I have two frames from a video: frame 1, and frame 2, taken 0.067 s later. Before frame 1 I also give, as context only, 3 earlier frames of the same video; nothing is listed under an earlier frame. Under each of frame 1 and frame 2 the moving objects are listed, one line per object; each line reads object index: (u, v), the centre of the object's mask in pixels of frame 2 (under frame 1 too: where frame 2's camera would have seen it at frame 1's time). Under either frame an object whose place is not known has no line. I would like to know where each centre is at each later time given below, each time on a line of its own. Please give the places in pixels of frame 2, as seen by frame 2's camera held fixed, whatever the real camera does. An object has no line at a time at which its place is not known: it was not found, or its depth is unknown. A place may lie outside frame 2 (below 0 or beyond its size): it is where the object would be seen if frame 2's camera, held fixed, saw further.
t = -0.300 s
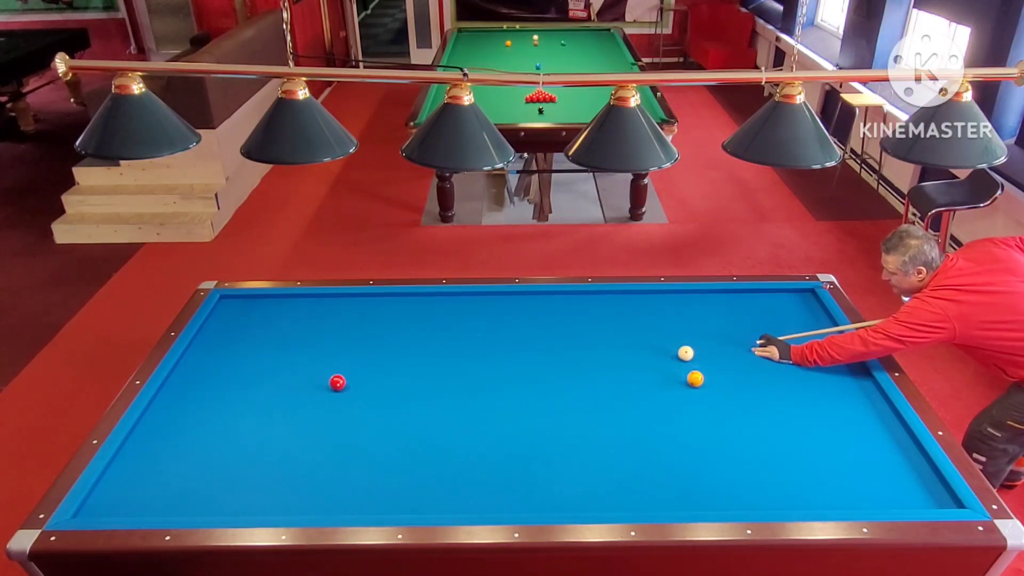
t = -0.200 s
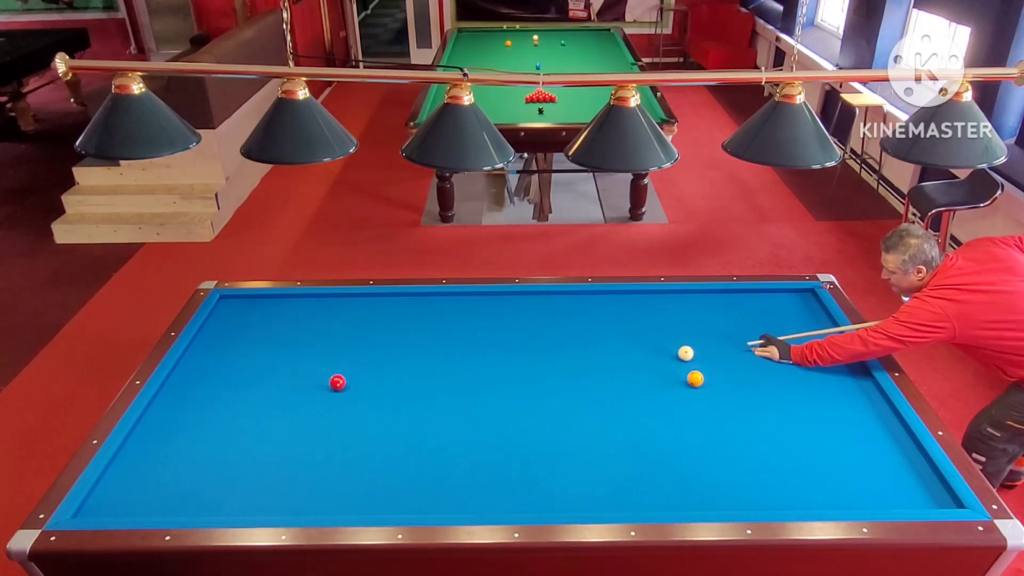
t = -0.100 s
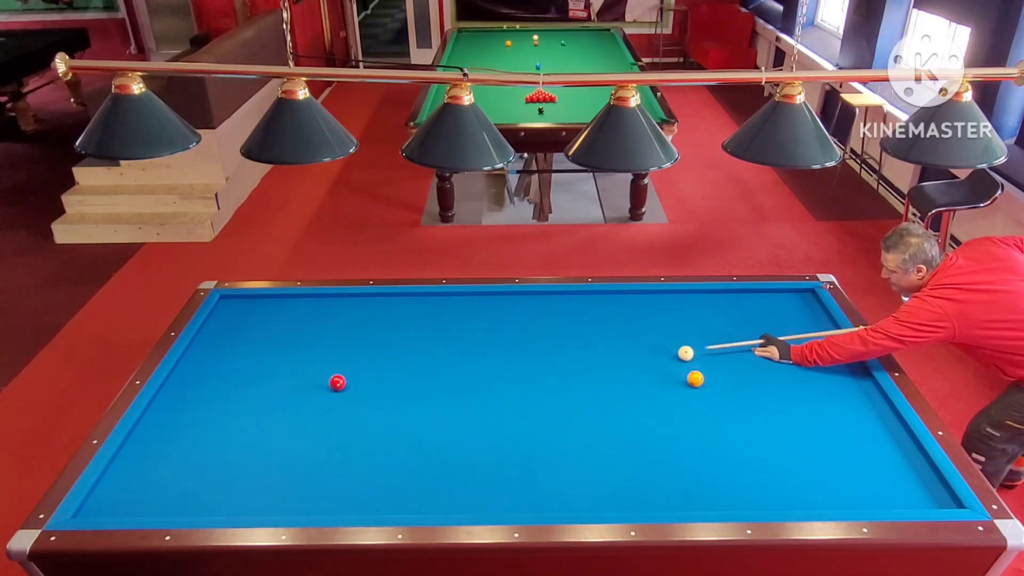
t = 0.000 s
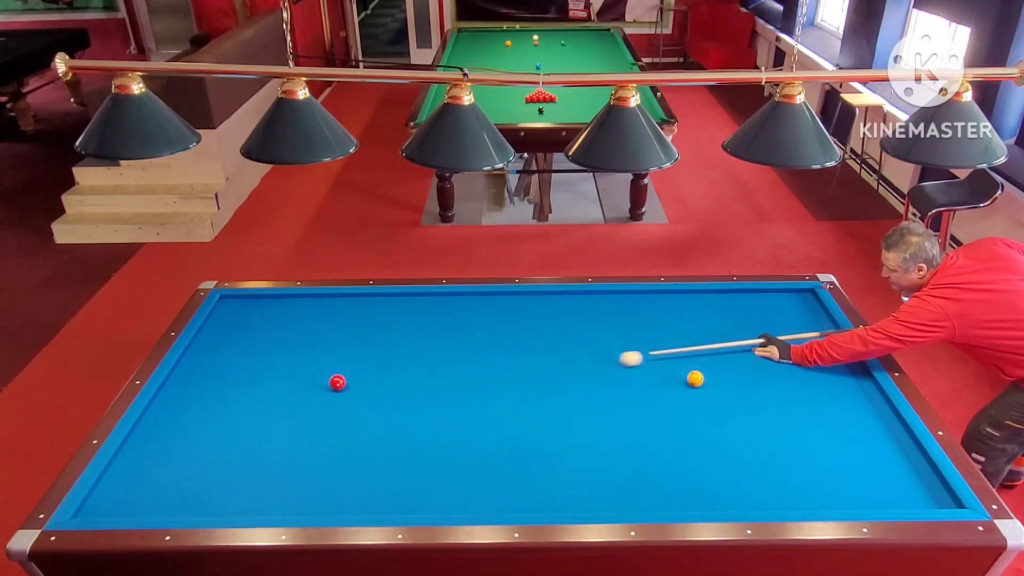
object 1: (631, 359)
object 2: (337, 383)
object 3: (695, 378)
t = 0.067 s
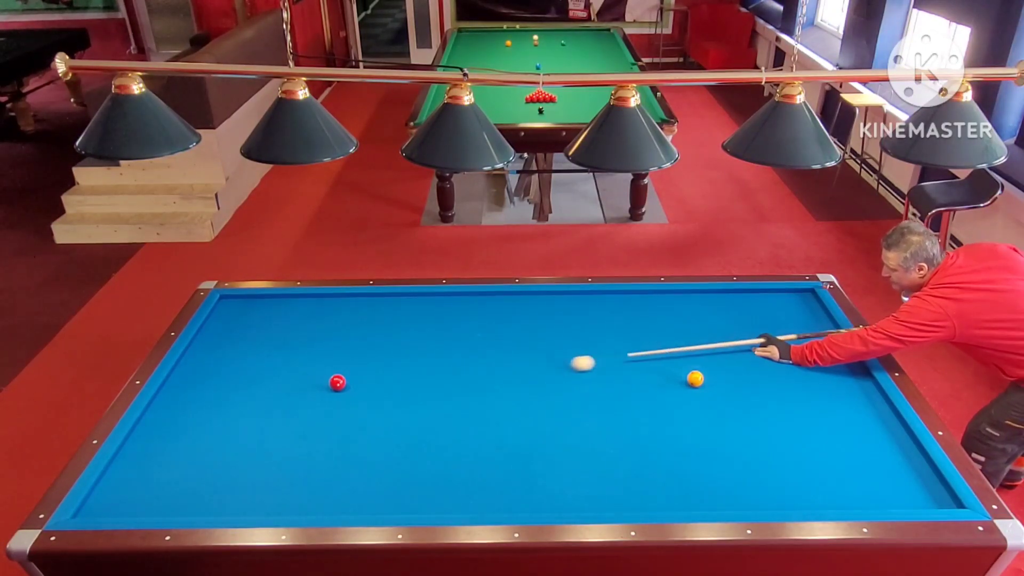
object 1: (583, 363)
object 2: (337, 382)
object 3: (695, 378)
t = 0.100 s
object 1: (558, 366)
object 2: (337, 382)
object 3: (695, 378)
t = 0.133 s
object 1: (534, 368)
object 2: (337, 382)
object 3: (695, 378)
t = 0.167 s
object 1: (509, 370)
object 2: (337, 382)
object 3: (695, 378)
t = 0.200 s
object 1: (484, 373)
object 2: (337, 382)
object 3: (695, 378)
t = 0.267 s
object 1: (433, 377)
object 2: (337, 383)
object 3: (695, 378)
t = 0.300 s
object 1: (408, 380)
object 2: (337, 383)
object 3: (695, 378)
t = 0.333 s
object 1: (382, 382)
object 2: (337, 382)
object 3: (695, 378)
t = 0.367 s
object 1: (357, 385)
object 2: (337, 382)
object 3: (695, 378)
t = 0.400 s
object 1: (344, 391)
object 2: (324, 379)
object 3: (695, 378)
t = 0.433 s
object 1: (335, 398)
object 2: (308, 374)
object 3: (695, 378)
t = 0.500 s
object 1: (315, 413)
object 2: (277, 367)
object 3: (695, 378)
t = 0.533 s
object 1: (304, 420)
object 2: (263, 363)
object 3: (695, 378)
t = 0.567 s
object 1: (292, 428)
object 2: (249, 359)
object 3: (695, 378)
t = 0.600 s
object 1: (279, 436)
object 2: (235, 356)
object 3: (695, 378)
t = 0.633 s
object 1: (266, 443)
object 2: (223, 352)
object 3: (695, 378)
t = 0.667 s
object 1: (251, 451)
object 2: (210, 349)
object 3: (695, 378)
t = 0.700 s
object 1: (236, 459)
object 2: (198, 346)
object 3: (695, 378)
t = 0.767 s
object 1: (204, 474)
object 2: (209, 342)
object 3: (695, 378)
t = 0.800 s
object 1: (187, 482)
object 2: (221, 340)
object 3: (695, 378)
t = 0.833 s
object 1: (169, 491)
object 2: (231, 339)
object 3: (695, 378)
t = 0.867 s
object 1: (152, 499)
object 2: (242, 337)
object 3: (695, 378)
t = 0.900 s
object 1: (134, 507)
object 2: (251, 336)
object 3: (695, 378)
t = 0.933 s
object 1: (120, 509)
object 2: (260, 334)
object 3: (695, 378)
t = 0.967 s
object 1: (113, 504)
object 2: (269, 332)
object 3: (695, 378)
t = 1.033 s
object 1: (101, 492)
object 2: (285, 330)
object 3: (695, 378)
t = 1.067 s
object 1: (104, 486)
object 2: (293, 328)
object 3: (695, 378)
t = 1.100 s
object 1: (116, 479)
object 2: (300, 327)
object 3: (695, 378)
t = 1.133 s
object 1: (127, 474)
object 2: (308, 325)
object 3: (695, 378)
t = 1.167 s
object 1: (138, 468)
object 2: (315, 324)
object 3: (695, 378)
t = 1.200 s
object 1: (147, 463)
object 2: (322, 323)
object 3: (695, 378)
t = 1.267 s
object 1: (164, 454)
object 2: (337, 320)
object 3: (695, 378)
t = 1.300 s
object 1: (172, 450)
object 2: (345, 319)
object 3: (695, 378)
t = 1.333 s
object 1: (180, 445)
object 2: (352, 317)
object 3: (695, 378)
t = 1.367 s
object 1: (188, 441)
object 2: (359, 316)
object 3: (695, 378)
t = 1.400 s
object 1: (196, 436)
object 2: (366, 315)
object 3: (695, 378)
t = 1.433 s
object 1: (203, 432)
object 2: (373, 313)
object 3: (695, 378)
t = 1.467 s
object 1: (210, 428)
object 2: (380, 312)
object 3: (695, 378)
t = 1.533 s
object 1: (224, 420)
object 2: (394, 309)
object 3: (695, 378)
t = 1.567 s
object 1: (232, 416)
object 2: (401, 308)
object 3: (695, 378)
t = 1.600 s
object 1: (239, 412)
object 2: (407, 307)
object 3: (695, 378)
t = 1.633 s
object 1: (245, 408)
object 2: (414, 306)
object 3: (695, 378)
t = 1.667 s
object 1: (252, 405)
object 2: (421, 304)
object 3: (695, 378)
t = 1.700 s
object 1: (258, 401)
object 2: (428, 303)
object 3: (695, 378)
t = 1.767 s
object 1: (271, 394)
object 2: (441, 301)
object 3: (695, 378)
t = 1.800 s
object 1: (278, 390)
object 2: (448, 299)
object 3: (695, 379)
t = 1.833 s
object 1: (284, 386)
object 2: (454, 298)
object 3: (695, 378)
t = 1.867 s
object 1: (290, 383)
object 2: (460, 297)
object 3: (695, 378)
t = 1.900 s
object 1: (295, 380)
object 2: (467, 296)
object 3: (695, 378)
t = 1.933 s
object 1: (301, 376)
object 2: (473, 295)
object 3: (695, 378)
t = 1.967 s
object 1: (307, 373)
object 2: (478, 296)
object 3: (695, 378)
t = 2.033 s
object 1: (319, 367)
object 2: (489, 297)
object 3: (695, 378)
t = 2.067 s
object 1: (324, 364)
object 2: (495, 297)
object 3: (695, 378)
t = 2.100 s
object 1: (330, 360)
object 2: (500, 298)
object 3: (695, 378)
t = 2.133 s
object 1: (335, 357)
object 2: (506, 298)
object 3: (695, 378)
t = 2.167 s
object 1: (341, 354)
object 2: (512, 299)
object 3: (695, 378)
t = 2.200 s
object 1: (346, 351)
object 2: (518, 299)
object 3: (695, 379)
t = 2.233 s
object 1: (351, 348)
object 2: (523, 300)
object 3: (695, 378)
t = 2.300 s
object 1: (361, 343)
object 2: (534, 301)
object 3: (695, 378)
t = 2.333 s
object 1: (366, 340)
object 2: (540, 302)
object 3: (695, 378)
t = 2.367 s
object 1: (371, 337)
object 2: (546, 302)
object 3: (695, 378)
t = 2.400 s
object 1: (376, 334)
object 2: (551, 302)
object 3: (695, 378)
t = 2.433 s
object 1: (381, 331)
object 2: (557, 303)
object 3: (695, 378)
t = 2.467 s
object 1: (385, 329)
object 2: (563, 304)
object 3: (695, 378)
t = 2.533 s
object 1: (395, 323)
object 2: (574, 304)
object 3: (695, 378)
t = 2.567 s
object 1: (399, 321)
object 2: (579, 305)
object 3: (695, 378)
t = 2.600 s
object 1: (404, 318)
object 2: (585, 305)
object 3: (695, 378)
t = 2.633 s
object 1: (408, 316)
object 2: (591, 306)
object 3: (695, 378)
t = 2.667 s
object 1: (413, 314)
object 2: (597, 306)
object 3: (695, 378)
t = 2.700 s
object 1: (417, 311)
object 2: (602, 307)
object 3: (695, 378)
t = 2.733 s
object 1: (421, 309)
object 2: (608, 307)
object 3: (695, 378)
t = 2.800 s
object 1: (430, 304)
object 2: (619, 308)
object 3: (695, 378)
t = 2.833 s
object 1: (434, 302)
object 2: (625, 309)
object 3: (695, 378)
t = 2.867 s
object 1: (438, 299)
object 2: (630, 309)
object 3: (695, 378)
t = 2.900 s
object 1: (442, 297)
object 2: (636, 310)
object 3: (695, 378)
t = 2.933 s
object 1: (446, 295)
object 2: (641, 311)
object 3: (695, 378)
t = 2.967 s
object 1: (449, 296)
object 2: (647, 311)
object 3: (695, 378)
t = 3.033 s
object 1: (456, 299)
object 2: (659, 312)
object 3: (695, 378)
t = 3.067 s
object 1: (460, 301)
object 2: (664, 312)
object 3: (695, 378)
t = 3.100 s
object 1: (463, 302)
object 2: (670, 313)
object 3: (695, 378)
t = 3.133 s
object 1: (467, 303)
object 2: (675, 313)
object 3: (695, 378)
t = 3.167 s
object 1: (470, 305)
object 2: (681, 314)
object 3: (695, 378)
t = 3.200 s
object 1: (474, 306)
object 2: (687, 314)
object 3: (695, 378)
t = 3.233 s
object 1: (477, 307)
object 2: (692, 315)
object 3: (695, 378)
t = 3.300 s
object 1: (484, 310)
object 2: (704, 316)
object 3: (695, 378)
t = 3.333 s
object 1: (488, 311)
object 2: (709, 316)
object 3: (695, 378)
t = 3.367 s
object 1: (491, 312)
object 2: (715, 317)
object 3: (695, 378)
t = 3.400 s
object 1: (495, 314)
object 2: (720, 317)
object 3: (695, 378)
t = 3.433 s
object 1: (498, 315)
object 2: (726, 318)
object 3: (695, 378)
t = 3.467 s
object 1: (502, 316)
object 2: (732, 318)
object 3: (695, 378)
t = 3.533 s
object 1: (509, 319)
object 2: (743, 319)
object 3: (695, 378)
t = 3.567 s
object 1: (513, 320)
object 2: (749, 320)
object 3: (695, 378)
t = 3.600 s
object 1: (517, 322)
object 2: (754, 320)
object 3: (695, 378)
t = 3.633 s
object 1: (520, 323)
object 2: (760, 321)
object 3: (695, 378)
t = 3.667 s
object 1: (524, 324)
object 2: (766, 321)
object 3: (695, 378)
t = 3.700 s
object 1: (528, 326)
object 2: (772, 322)
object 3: (695, 378)
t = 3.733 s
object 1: (531, 327)
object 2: (777, 322)
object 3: (695, 378)
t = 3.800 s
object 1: (539, 330)
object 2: (788, 323)
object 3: (695, 378)
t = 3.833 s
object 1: (543, 331)
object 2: (794, 324)
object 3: (695, 378)
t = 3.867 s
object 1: (546, 332)
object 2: (800, 324)
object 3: (695, 378)
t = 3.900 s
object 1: (550, 334)
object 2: (806, 325)
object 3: (695, 378)
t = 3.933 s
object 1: (554, 335)
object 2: (811, 325)
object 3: (695, 378)
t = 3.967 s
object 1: (558, 336)
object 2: (817, 326)
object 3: (695, 378)
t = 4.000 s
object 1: (562, 338)
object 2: (823, 326)
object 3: (695, 378)
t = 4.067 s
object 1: (569, 341)
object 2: (833, 327)
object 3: (695, 378)
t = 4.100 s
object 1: (573, 342)
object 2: (830, 328)
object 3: (695, 378)
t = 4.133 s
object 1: (577, 344)
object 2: (826, 329)
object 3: (695, 378)
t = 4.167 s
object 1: (581, 345)
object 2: (823, 330)
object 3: (695, 378)
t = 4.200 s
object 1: (585, 346)
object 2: (820, 331)
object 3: (695, 378)
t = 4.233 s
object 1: (589, 348)
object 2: (818, 332)
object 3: (695, 378)
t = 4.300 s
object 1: (597, 351)
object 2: (813, 333)
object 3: (695, 378)
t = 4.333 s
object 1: (601, 352)
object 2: (811, 334)
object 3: (695, 378)
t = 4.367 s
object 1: (605, 353)
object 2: (808, 335)
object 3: (695, 378)
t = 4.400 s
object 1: (608, 355)
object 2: (805, 336)
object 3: (695, 378)
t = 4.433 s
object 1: (613, 356)
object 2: (803, 337)
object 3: (695, 378)
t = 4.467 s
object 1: (616, 358)
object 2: (801, 338)
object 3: (695, 378)
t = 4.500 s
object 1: (620, 359)
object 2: (798, 338)
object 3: (695, 378)
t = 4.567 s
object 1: (629, 362)
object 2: (793, 340)
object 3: (695, 378)
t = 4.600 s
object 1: (633, 364)
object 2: (791, 341)
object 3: (695, 378)
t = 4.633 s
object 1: (637, 365)
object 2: (788, 342)
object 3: (695, 378)
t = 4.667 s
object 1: (641, 366)
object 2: (786, 343)
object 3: (695, 378)
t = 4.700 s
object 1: (645, 368)
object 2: (783, 344)
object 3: (695, 378)
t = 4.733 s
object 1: (649, 369)
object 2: (781, 345)
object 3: (695, 378)
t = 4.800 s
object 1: (657, 372)
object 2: (776, 346)
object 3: (695, 378)
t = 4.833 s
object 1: (661, 374)
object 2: (774, 347)
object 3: (695, 378)
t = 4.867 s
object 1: (665, 375)
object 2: (771, 348)
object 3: (695, 378)
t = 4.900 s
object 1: (669, 377)
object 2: (769, 349)
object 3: (695, 378)
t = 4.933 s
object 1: (674, 378)
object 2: (766, 350)
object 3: (695, 378)
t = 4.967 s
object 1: (678, 380)
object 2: (764, 351)
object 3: (695, 378)
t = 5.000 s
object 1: (681, 381)
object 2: (761, 352)
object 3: (696, 378)
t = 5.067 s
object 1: (685, 385)
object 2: (756, 354)
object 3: (699, 378)
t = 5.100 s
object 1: (688, 387)
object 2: (754, 354)
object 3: (701, 377)
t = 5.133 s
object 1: (690, 389)
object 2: (752, 355)
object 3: (702, 377)
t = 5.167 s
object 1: (692, 391)
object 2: (749, 356)
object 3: (704, 377)
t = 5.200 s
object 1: (694, 393)
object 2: (747, 357)
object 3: (705, 377)
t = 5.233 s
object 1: (696, 395)
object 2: (744, 358)
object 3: (707, 376)
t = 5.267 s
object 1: (699, 397)
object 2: (742, 359)
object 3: (708, 376)
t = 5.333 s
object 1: (703, 400)
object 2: (737, 361)
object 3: (711, 376)
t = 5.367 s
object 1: (705, 403)
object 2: (735, 361)
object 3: (712, 375)
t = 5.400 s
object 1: (707, 405)
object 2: (732, 362)
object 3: (714, 375)
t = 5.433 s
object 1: (710, 406)
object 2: (730, 363)
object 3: (715, 375)
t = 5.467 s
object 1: (712, 409)
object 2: (727, 364)
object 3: (716, 374)
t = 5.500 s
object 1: (714, 410)
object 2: (726, 364)
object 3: (718, 374)
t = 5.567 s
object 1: (718, 415)
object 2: (721, 363)
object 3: (720, 375)
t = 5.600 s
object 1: (721, 416)
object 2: (719, 363)
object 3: (721, 376)
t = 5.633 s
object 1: (723, 418)
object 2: (718, 363)
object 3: (721, 377)
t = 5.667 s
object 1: (725, 420)
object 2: (716, 364)
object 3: (722, 378)
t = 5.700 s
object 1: (727, 422)
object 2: (714, 364)
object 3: (723, 379)
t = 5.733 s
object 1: (730, 425)
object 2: (713, 363)
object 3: (723, 379)
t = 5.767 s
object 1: (732, 426)
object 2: (711, 363)
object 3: (724, 380)
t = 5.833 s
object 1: (737, 430)
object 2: (708, 362)
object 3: (725, 382)
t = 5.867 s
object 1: (739, 433)
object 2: (706, 362)
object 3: (726, 383)
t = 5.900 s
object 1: (741, 435)
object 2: (705, 362)
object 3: (727, 384)
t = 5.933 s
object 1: (744, 436)
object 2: (703, 361)
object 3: (727, 385)
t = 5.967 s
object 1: (746, 438)
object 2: (702, 361)
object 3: (728, 385)
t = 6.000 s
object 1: (749, 441)
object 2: (700, 360)
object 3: (729, 386)
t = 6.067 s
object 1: (753, 445)
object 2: (697, 360)
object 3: (730, 388)
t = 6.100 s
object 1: (756, 447)
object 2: (696, 359)
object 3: (730, 389)
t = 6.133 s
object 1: (758, 449)
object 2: (694, 359)
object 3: (731, 389)
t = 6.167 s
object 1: (761, 451)
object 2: (693, 359)
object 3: (732, 390)
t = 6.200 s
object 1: (763, 453)
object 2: (692, 358)
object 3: (732, 391)
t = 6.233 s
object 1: (766, 455)
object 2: (690, 358)
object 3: (733, 392)
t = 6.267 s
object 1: (768, 457)
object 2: (689, 358)
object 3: (734, 393)
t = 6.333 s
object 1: (773, 461)
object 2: (686, 357)
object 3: (735, 394)
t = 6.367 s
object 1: (775, 463)
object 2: (685, 357)
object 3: (735, 395)
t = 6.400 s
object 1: (778, 465)
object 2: (684, 356)
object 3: (736, 396)
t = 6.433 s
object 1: (780, 468)
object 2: (682, 356)
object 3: (737, 396)
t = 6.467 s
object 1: (782, 470)
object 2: (681, 355)
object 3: (737, 397)
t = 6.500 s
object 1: (785, 472)
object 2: (680, 355)
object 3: (738, 398)
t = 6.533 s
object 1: (787, 474)
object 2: (679, 355)
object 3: (738, 398)
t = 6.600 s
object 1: (792, 478)
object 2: (676, 354)
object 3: (740, 400)
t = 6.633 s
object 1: (795, 480)
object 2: (675, 354)
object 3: (740, 401)
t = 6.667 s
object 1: (798, 482)
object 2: (674, 353)
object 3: (741, 401)
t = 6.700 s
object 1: (800, 484)
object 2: (673, 353)
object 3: (741, 402)
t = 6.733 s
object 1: (802, 487)
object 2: (671, 353)
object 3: (742, 403)
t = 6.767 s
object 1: (805, 489)
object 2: (670, 353)
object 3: (742, 403)
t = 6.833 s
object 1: (810, 493)
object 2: (668, 352)
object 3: (743, 405)
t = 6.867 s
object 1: (813, 495)
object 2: (667, 352)
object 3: (744, 405)
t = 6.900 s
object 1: (815, 497)
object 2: (666, 351)
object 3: (745, 406)
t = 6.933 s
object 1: (817, 499)
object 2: (665, 351)
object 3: (745, 407)
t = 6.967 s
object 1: (820, 501)
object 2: (664, 351)
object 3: (746, 407)
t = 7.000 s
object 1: (823, 502)
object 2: (663, 351)
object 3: (746, 408)
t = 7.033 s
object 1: (824, 503)
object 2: (662, 350)
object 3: (747, 408)
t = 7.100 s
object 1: (824, 501)
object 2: (660, 350)
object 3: (748, 410)
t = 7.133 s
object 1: (824, 500)
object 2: (659, 350)
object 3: (748, 410)
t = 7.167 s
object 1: (824, 499)
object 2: (658, 349)
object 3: (749, 411)
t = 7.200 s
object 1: (824, 498)
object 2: (657, 349)
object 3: (749, 411)
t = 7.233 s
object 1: (825, 497)
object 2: (655, 349)
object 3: (750, 412)
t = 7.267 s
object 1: (825, 496)
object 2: (655, 349)
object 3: (750, 412)
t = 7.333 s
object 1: (825, 494)
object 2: (653, 348)
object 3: (751, 413)
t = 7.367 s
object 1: (825, 493)
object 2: (652, 348)
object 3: (752, 414)
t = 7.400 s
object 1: (825, 492)
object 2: (651, 348)
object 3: (752, 414)
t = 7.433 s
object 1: (826, 491)
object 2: (650, 347)
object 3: (753, 415)
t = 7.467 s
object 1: (826, 490)
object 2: (649, 347)
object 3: (753, 415)
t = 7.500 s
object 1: (826, 489)
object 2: (648, 347)
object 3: (754, 416)
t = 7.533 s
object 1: (826, 488)
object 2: (647, 347)
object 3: (754, 416)
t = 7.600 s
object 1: (826, 486)
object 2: (646, 346)
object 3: (755, 417)
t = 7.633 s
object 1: (826, 485)
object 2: (645, 346)
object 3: (755, 418)
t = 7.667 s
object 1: (826, 484)
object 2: (644, 346)
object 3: (756, 418)
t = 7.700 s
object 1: (827, 483)
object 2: (643, 346)
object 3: (756, 419)
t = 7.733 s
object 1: (827, 482)
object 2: (643, 345)
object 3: (756, 419)
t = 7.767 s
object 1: (827, 481)
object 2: (642, 345)
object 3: (757, 420)
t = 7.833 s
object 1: (827, 480)
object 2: (640, 345)
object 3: (758, 420)
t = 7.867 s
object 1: (827, 479)
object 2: (640, 345)
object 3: (758, 421)
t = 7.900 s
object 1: (827, 478)
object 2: (639, 345)
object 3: (758, 421)
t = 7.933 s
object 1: (827, 477)
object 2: (638, 345)
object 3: (758, 421)
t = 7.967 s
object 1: (827, 477)
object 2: (637, 344)
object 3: (759, 422)
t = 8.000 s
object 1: (828, 475)
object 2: (637, 344)
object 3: (759, 422)
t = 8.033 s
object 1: (828, 475)
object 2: (636, 344)
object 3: (760, 422)
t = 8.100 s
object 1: (828, 473)
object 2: (635, 343)
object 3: (760, 423)
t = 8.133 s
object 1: (828, 472)
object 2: (634, 343)
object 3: (760, 423)
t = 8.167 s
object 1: (828, 472)
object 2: (634, 343)
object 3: (761, 424)
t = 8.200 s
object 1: (828, 471)
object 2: (633, 343)
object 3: (761, 424)
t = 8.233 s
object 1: (828, 470)
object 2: (632, 343)
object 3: (761, 424)
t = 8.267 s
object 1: (828, 469)
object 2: (631, 343)
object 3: (762, 425)
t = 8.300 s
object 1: (828, 469)
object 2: (631, 343)
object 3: (762, 425)
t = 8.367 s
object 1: (829, 467)
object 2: (630, 342)
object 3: (762, 425)
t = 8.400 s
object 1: (829, 466)
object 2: (630, 342)
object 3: (762, 426)
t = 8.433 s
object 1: (829, 466)
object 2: (629, 342)
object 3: (763, 426)
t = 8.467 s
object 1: (829, 465)
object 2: (628, 342)
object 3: (763, 426)
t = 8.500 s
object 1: (829, 464)
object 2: (628, 342)
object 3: (763, 426)
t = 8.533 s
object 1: (829, 464)
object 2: (628, 341)
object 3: (763, 427)
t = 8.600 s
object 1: (829, 463)
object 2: (626, 341)
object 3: (764, 427)
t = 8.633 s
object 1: (830, 462)
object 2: (626, 341)
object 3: (764, 427)
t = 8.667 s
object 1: (830, 461)
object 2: (625, 341)
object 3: (764, 427)
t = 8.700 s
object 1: (830, 461)
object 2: (625, 341)
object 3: (764, 427)
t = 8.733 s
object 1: (830, 460)
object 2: (624, 341)
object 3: (764, 428)
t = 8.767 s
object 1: (830, 460)
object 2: (624, 341)
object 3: (764, 428)
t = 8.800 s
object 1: (830, 459)
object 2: (624, 341)
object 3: (764, 428)
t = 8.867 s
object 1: (830, 458)
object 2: (623, 340)
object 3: (764, 428)
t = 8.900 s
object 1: (830, 457)
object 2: (622, 340)
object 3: (765, 428)
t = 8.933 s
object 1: (830, 457)
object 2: (622, 340)
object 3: (765, 428)
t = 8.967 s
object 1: (830, 456)
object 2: (622, 340)
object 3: (765, 428)
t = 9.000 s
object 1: (830, 456)
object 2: (621, 340)
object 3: (765, 428)
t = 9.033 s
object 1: (830, 455)
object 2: (621, 340)
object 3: (765, 428)
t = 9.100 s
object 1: (831, 454)
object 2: (620, 340)
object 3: (765, 428)
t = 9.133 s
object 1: (831, 454)
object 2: (620, 340)
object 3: (765, 428)
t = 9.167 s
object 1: (831, 453)
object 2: (619, 340)
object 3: (765, 428)
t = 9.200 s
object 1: (831, 453)
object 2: (619, 339)
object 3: (765, 428)
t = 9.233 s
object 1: (831, 452)
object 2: (619, 339)
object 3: (765, 428)
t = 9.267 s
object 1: (831, 452)
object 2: (619, 339)
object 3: (765, 428)
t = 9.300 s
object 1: (831, 451)
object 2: (618, 339)
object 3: (765, 428)
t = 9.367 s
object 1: (831, 451)
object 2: (618, 339)
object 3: (765, 428)
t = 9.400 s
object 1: (831, 450)
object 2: (618, 339)
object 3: (765, 428)
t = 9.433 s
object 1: (831, 450)
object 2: (617, 339)
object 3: (765, 428)
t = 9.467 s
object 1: (831, 449)
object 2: (617, 339)
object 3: (765, 428)
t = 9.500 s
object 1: (831, 449)
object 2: (617, 339)
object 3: (765, 428)
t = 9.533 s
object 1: (831, 448)
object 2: (617, 339)
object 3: (765, 428)
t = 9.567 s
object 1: (832, 448)
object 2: (617, 339)
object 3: (765, 428)
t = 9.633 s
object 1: (832, 447)
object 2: (617, 339)
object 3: (765, 428)
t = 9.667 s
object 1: (832, 447)
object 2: (616, 339)
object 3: (765, 428)
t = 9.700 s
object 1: (832, 446)
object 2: (616, 339)
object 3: (765, 428)
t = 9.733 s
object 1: (832, 446)
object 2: (616, 339)
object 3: (765, 428)
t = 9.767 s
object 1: (832, 446)
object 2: (616, 339)
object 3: (765, 428)
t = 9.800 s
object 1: (832, 445)
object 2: (616, 339)
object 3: (765, 428)
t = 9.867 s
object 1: (832, 445)
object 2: (616, 339)
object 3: (765, 428)
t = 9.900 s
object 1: (832, 445)
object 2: (616, 339)
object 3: (765, 428)
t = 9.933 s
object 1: (832, 445)
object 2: (616, 339)
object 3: (765, 428)
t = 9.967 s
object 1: (832, 444)
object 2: (616, 339)
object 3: (765, 428)
